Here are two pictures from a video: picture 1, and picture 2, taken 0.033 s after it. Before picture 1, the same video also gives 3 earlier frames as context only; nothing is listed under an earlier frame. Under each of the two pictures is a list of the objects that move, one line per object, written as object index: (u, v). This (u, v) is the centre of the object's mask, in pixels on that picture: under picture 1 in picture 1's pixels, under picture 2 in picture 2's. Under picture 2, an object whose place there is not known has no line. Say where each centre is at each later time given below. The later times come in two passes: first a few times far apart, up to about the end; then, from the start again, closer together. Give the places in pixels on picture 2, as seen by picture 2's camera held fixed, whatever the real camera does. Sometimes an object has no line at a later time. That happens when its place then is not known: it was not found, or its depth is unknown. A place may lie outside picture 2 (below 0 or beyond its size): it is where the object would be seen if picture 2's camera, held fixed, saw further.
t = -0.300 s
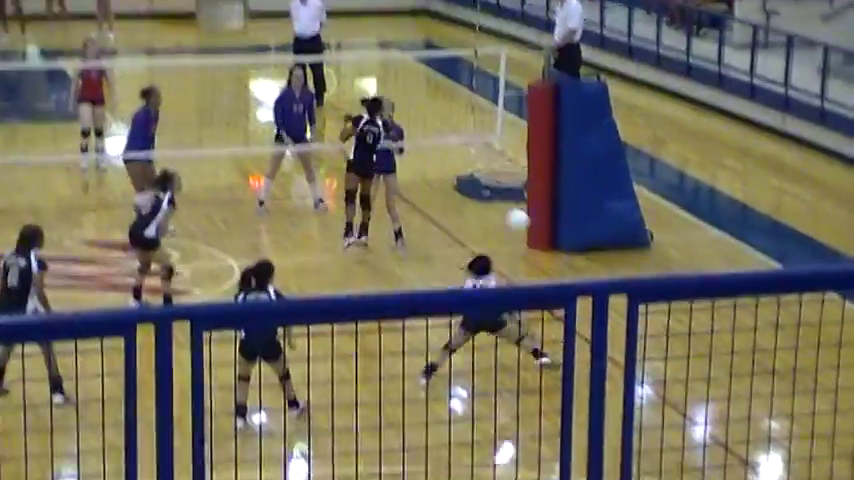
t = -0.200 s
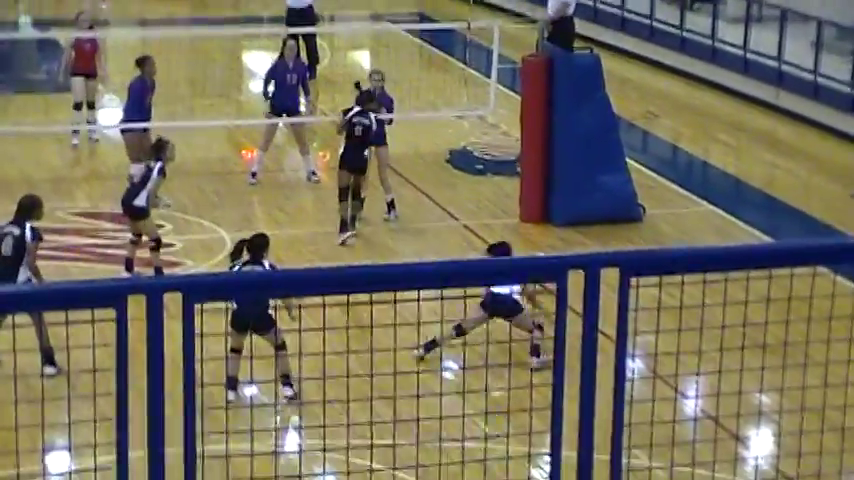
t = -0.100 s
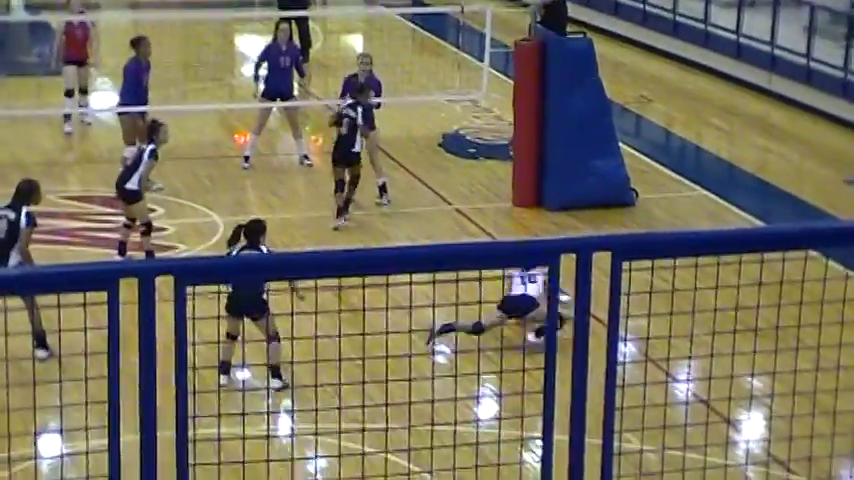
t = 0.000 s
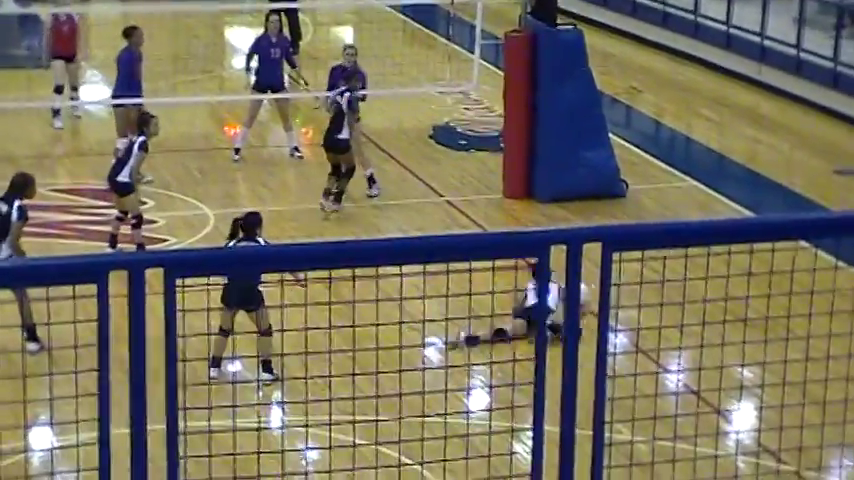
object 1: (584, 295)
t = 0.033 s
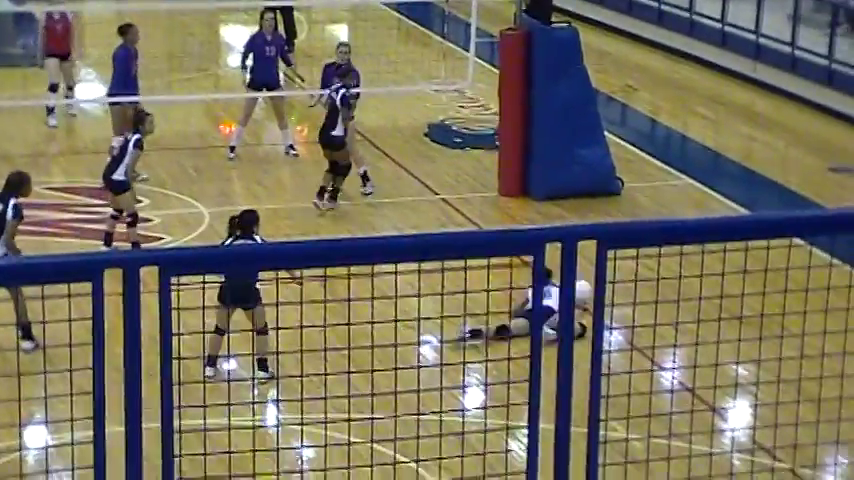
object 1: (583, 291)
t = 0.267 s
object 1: (635, 289)
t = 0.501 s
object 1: (690, 287)
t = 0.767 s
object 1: (752, 282)
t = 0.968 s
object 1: (797, 280)
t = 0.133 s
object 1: (609, 289)
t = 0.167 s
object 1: (613, 290)
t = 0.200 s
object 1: (621, 291)
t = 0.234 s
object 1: (626, 288)
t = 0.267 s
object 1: (635, 289)
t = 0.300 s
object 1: (645, 289)
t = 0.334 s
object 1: (650, 287)
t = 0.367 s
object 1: (660, 287)
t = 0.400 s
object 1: (668, 288)
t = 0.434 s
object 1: (674, 287)
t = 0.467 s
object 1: (683, 286)
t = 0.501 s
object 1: (690, 287)
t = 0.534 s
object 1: (698, 286)
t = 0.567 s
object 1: (707, 286)
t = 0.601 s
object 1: (713, 285)
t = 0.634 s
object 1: (721, 285)
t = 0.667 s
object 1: (731, 284)
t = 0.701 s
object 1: (735, 283)
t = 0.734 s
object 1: (744, 282)
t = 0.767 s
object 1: (752, 282)
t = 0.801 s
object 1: (757, 283)
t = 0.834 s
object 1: (766, 282)
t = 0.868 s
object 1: (775, 282)
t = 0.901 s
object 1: (780, 282)
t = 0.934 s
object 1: (788, 281)
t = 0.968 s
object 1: (797, 280)
